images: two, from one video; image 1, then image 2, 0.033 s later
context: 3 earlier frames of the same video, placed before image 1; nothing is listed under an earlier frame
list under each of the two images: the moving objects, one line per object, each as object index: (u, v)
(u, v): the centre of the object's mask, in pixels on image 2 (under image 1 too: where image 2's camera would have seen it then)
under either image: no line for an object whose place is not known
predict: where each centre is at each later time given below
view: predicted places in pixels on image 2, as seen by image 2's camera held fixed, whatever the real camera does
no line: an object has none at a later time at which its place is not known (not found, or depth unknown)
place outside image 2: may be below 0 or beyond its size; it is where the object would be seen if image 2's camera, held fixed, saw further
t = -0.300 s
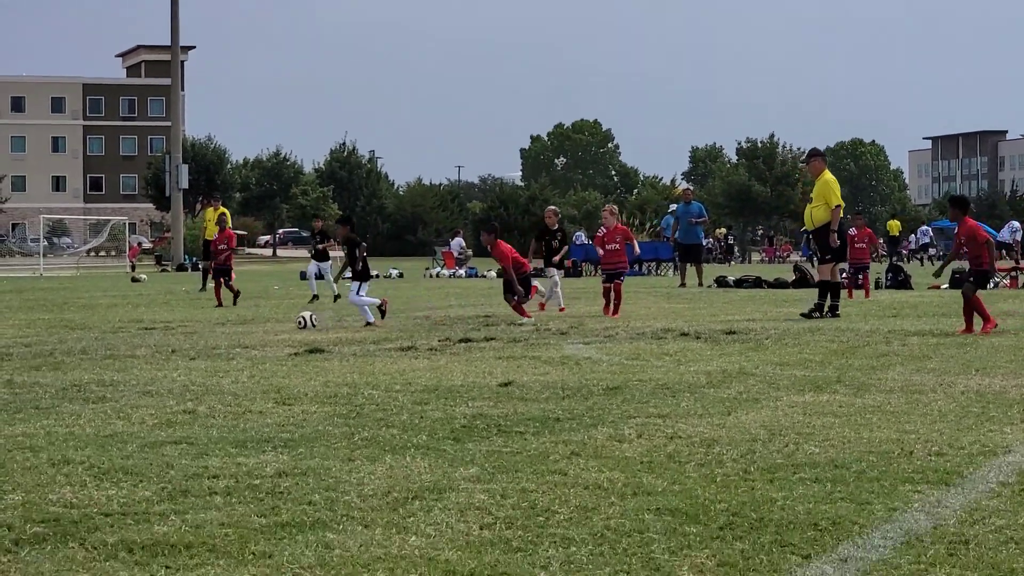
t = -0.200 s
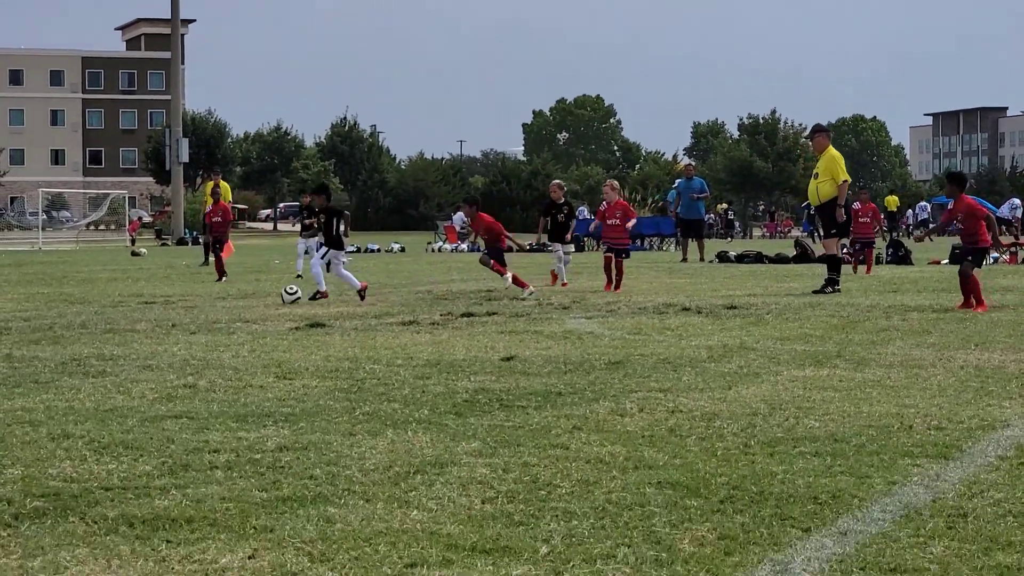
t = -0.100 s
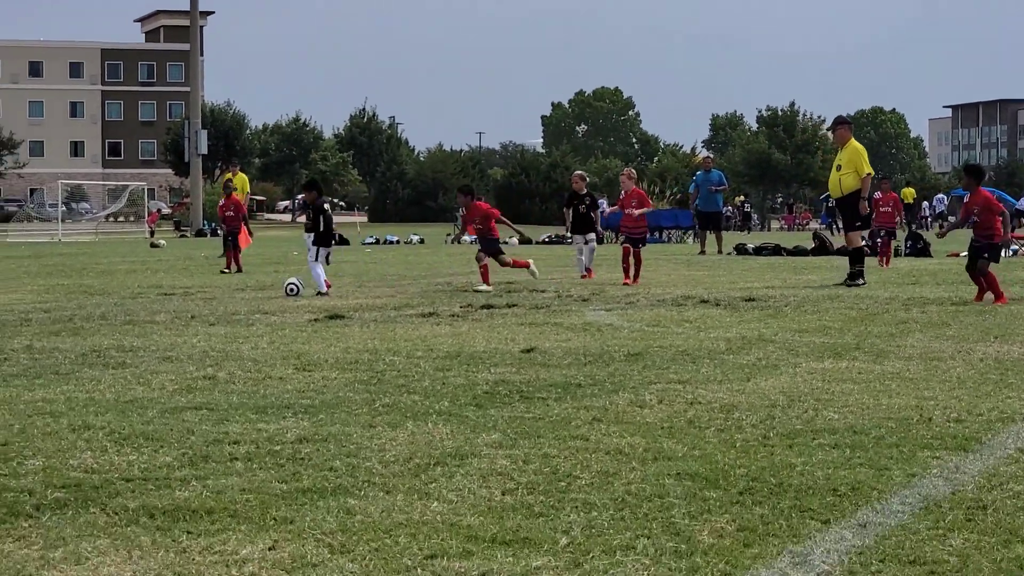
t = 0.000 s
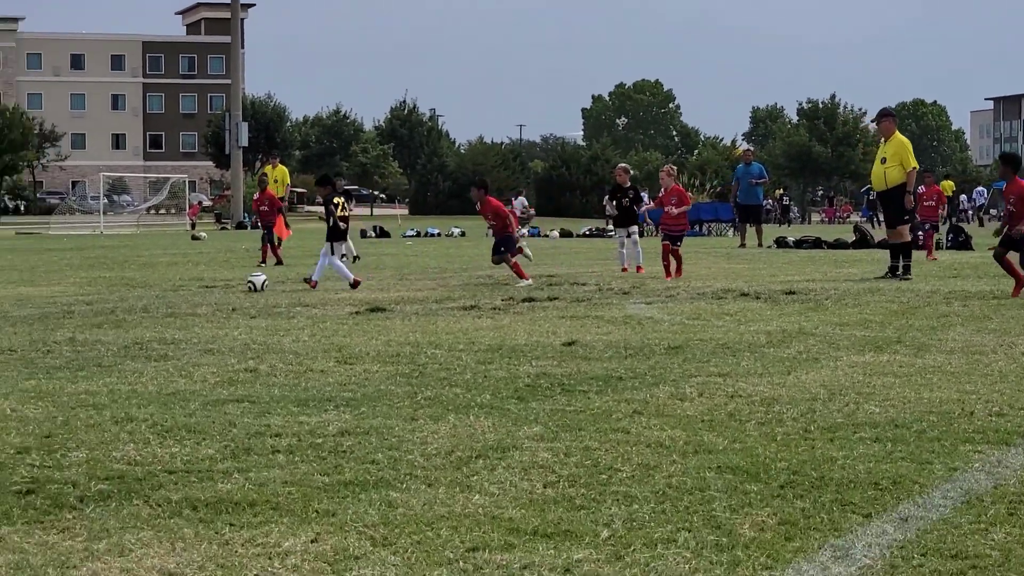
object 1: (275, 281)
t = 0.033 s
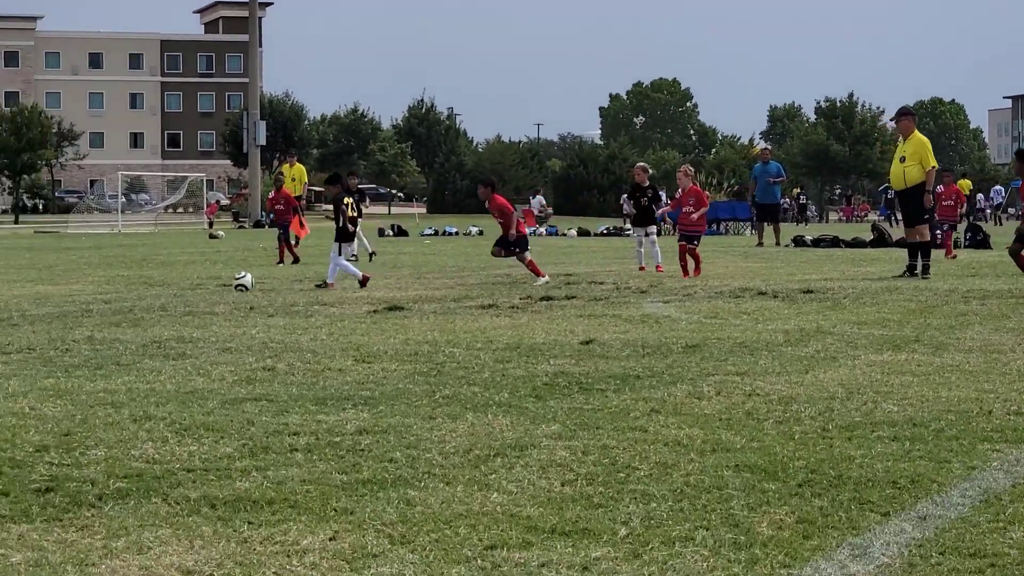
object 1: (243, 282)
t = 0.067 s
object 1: (212, 283)
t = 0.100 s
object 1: (183, 283)
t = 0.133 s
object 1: (152, 285)
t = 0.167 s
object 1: (123, 286)
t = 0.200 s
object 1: (93, 288)
